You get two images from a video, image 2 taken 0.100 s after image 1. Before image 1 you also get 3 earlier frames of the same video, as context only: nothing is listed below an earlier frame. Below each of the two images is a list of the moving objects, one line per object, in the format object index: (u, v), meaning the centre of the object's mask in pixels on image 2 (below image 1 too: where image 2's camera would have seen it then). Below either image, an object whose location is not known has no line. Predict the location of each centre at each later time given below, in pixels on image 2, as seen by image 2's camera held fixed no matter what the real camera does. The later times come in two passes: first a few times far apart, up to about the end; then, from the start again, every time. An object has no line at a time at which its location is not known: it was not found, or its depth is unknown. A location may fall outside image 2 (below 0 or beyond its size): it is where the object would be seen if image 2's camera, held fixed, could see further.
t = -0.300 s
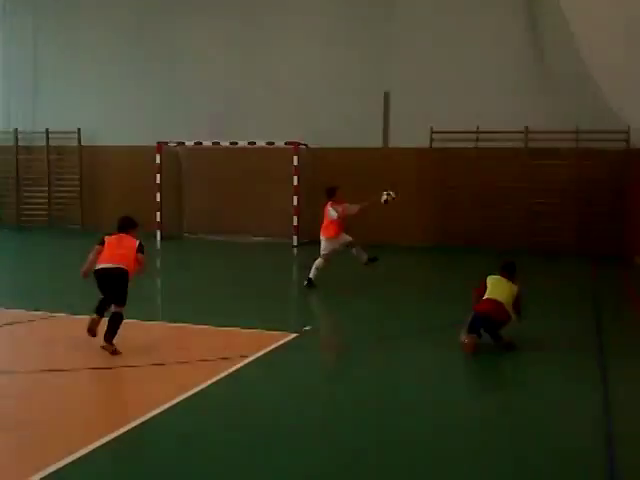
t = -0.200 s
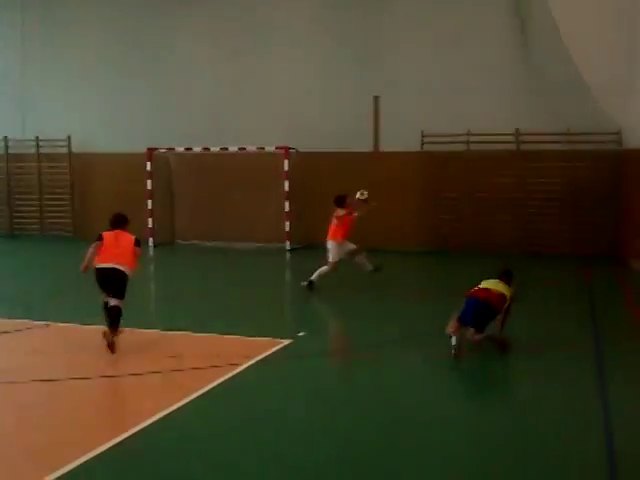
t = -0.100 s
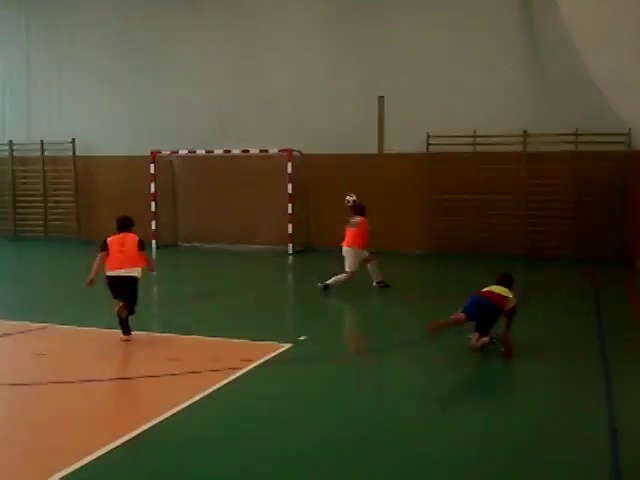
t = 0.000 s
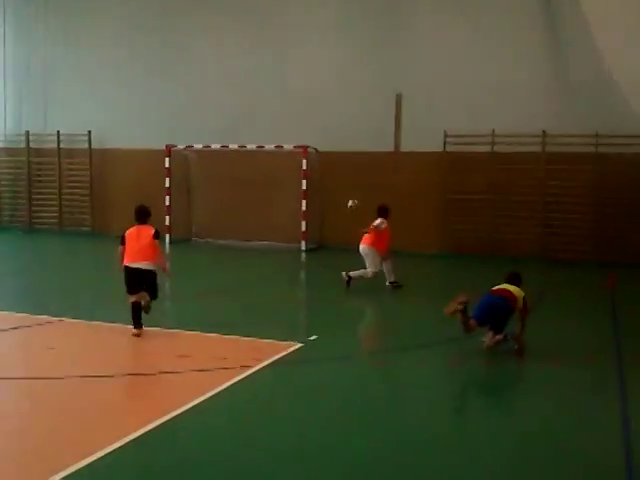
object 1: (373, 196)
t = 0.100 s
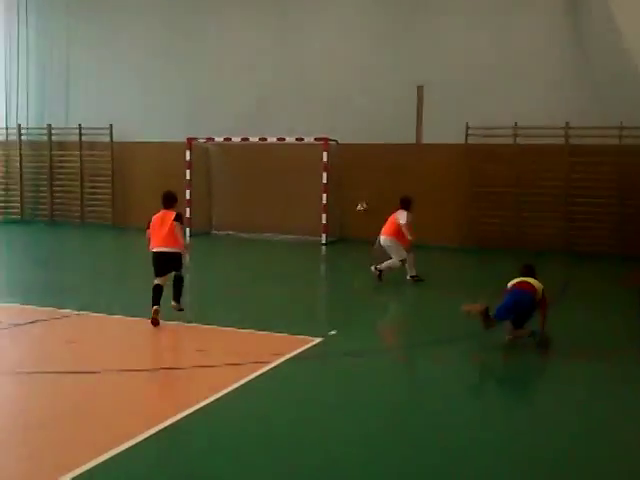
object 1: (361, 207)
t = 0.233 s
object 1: (338, 220)
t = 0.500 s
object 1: (303, 231)
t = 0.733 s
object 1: (284, 237)
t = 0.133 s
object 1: (357, 210)
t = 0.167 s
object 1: (352, 213)
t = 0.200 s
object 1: (345, 216)
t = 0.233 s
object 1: (338, 220)
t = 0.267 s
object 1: (330, 225)
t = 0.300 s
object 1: (327, 231)
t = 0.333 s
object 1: (320, 236)
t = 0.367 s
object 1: (316, 241)
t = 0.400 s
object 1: (314, 238)
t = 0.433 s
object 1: (311, 236)
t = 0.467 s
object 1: (307, 234)
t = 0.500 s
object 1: (303, 231)
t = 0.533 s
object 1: (299, 228)
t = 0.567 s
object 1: (298, 229)
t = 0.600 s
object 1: (294, 227)
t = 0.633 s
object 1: (292, 225)
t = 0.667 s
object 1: (288, 228)
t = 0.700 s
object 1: (286, 235)
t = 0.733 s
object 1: (284, 237)
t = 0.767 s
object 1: (279, 235)
